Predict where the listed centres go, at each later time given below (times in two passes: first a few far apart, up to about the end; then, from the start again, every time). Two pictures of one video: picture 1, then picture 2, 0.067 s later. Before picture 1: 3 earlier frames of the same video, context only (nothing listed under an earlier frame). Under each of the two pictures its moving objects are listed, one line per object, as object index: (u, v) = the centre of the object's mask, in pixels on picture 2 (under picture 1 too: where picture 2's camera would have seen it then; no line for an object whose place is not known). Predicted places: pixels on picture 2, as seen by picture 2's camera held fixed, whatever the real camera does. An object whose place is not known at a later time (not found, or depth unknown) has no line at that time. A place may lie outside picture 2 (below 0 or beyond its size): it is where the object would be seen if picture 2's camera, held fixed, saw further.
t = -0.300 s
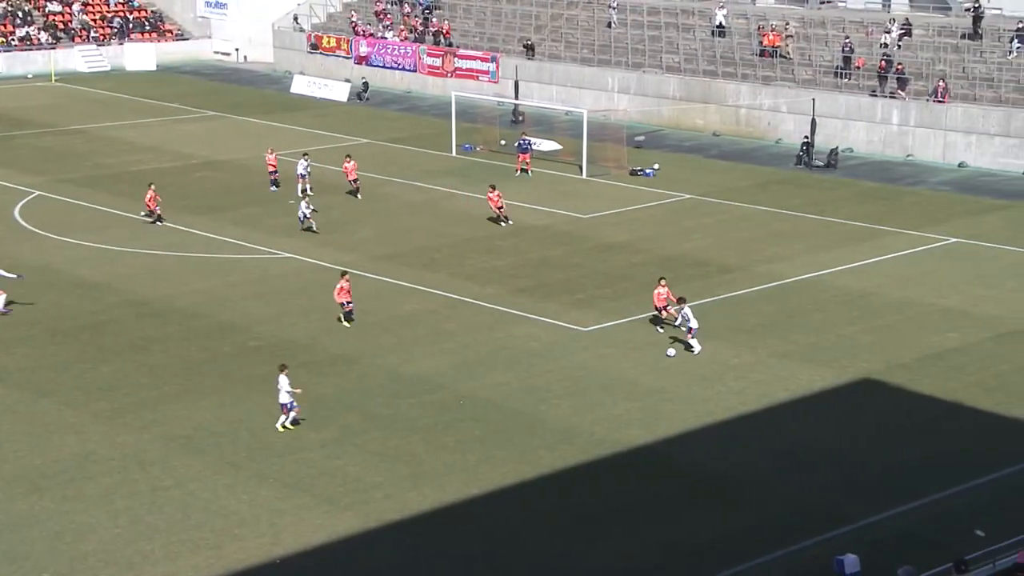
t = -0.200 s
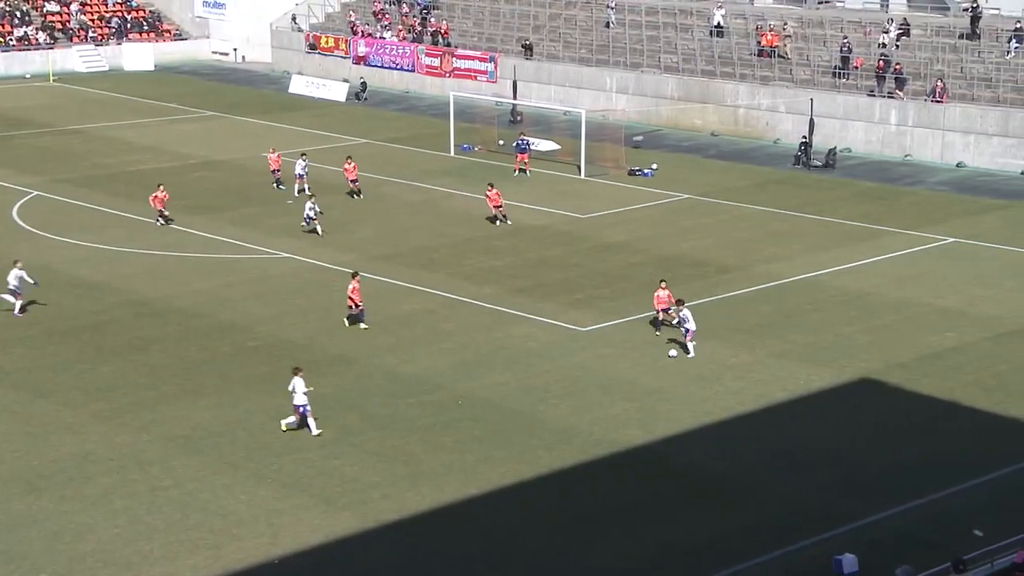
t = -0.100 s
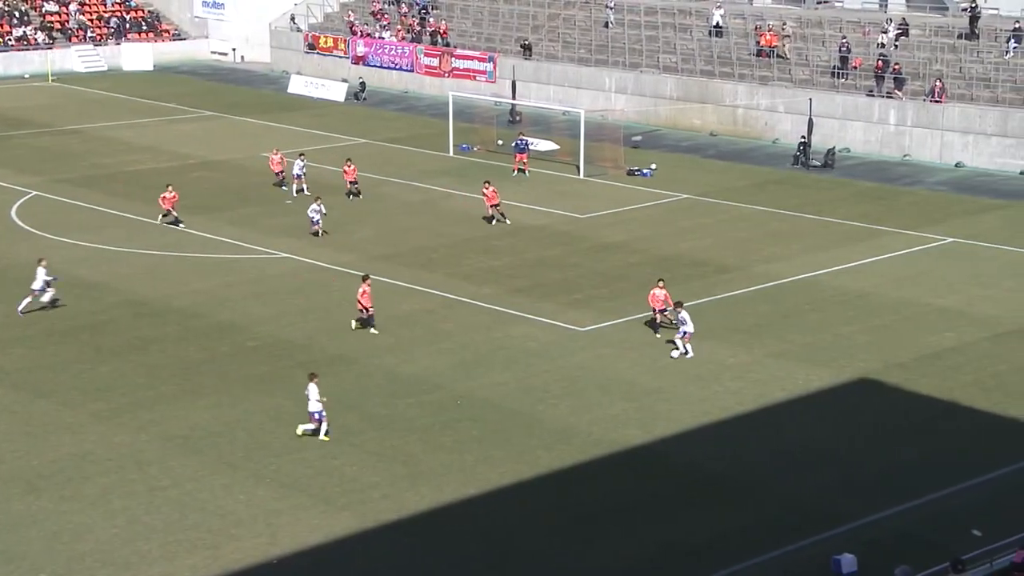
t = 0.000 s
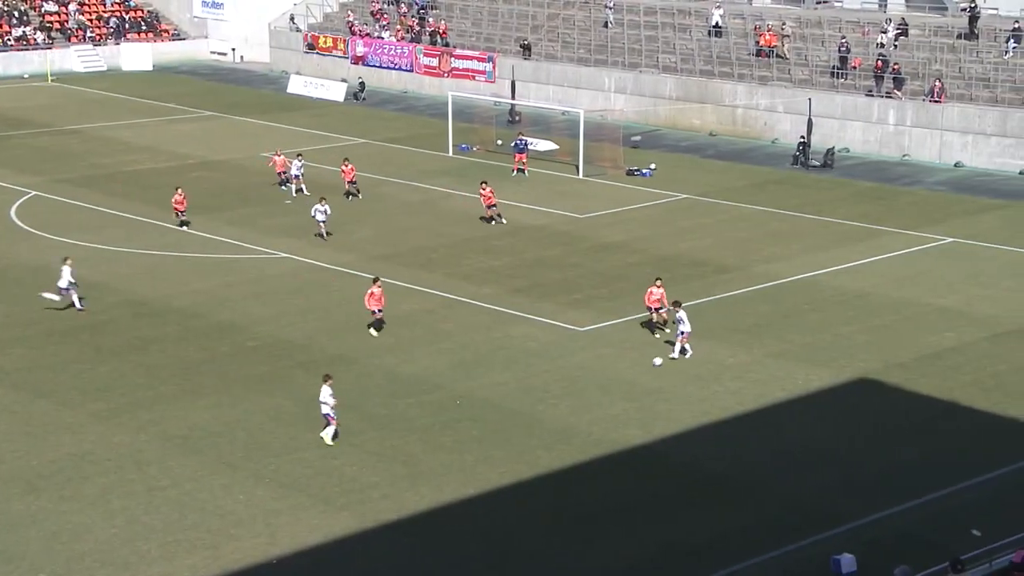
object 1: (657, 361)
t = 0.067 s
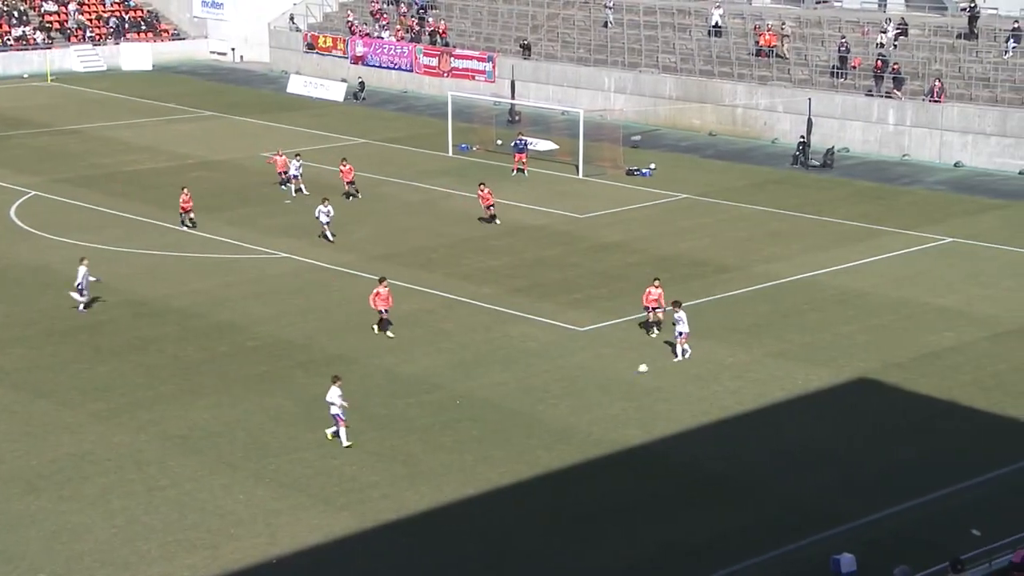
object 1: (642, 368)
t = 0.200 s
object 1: (615, 380)
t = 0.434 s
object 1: (577, 401)
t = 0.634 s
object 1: (551, 413)
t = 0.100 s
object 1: (635, 371)
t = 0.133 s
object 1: (629, 374)
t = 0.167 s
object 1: (622, 377)
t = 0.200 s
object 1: (615, 380)
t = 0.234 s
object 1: (609, 384)
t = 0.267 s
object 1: (603, 385)
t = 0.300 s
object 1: (598, 388)
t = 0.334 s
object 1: (593, 390)
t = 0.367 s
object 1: (588, 393)
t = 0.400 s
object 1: (583, 397)
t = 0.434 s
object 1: (577, 401)
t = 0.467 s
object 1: (573, 402)
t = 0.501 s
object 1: (568, 403)
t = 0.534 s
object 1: (564, 405)
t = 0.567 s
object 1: (560, 407)
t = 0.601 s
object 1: (556, 410)
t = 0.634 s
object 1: (551, 413)
